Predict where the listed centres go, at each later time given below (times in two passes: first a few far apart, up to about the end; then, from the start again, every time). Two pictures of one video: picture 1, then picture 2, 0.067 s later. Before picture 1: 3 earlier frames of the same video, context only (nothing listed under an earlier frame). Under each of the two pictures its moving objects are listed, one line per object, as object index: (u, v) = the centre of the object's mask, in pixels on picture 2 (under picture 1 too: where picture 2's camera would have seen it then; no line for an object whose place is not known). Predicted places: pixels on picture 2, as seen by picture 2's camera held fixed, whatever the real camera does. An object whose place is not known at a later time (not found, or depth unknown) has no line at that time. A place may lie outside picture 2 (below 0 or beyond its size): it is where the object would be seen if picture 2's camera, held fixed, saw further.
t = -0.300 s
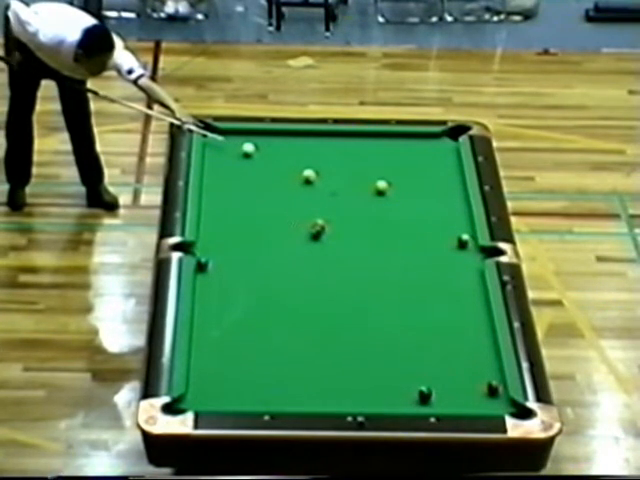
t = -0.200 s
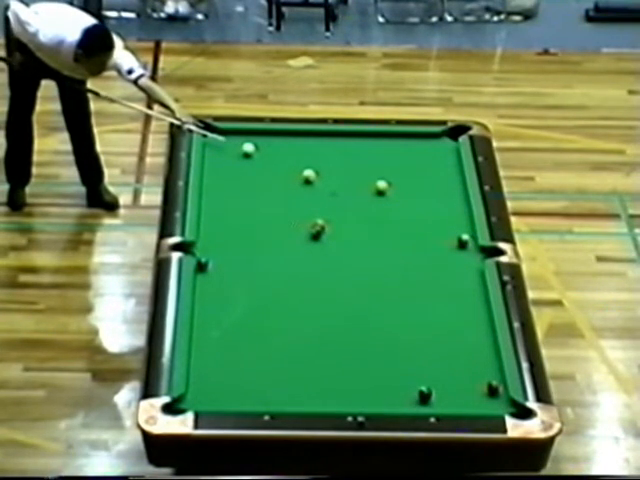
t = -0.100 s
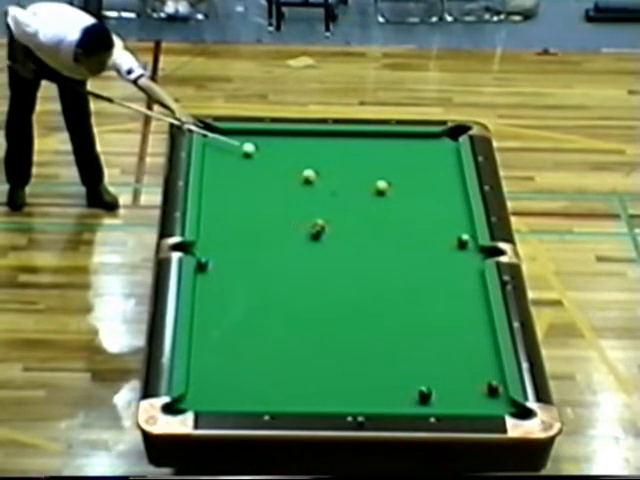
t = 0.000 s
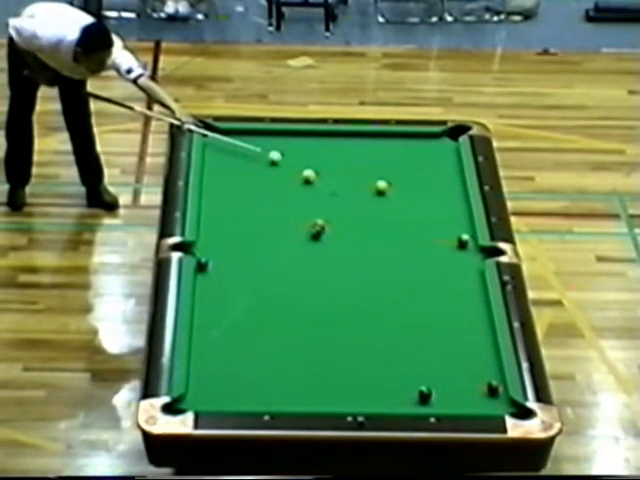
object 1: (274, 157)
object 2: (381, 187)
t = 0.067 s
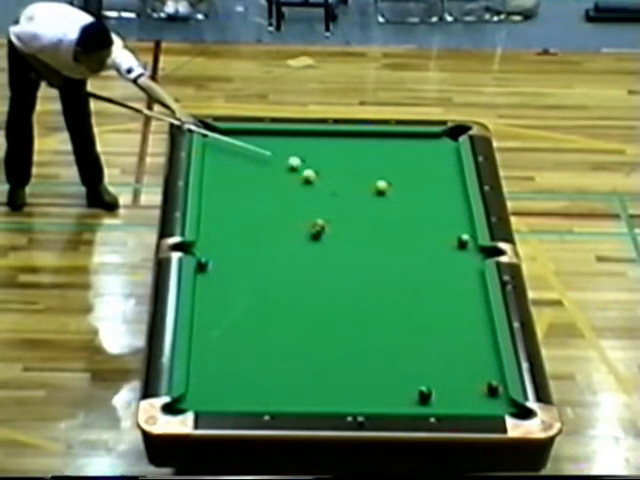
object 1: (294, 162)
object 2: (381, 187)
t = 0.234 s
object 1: (343, 178)
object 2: (381, 187)
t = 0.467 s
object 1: (373, 194)
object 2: (421, 192)
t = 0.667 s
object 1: (386, 207)
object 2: (463, 196)
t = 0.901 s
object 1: (402, 222)
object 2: (434, 199)
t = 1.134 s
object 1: (417, 237)
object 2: (408, 201)
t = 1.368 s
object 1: (433, 253)
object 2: (382, 203)
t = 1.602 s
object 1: (447, 268)
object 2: (358, 205)
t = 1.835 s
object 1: (463, 283)
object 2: (334, 207)
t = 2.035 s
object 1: (475, 295)
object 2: (315, 209)
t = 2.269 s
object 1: (483, 308)
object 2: (292, 211)
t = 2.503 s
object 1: (479, 319)
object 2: (270, 213)
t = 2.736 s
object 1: (475, 331)
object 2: (249, 214)
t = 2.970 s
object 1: (471, 341)
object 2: (228, 216)
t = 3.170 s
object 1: (468, 350)
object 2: (211, 217)
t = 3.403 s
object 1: (465, 360)
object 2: (208, 219)
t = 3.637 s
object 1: (462, 370)
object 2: (218, 220)
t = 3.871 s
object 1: (459, 379)
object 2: (227, 221)
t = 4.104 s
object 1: (455, 388)
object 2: (235, 223)
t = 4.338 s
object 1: (452, 396)
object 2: (243, 224)
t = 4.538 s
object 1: (450, 401)
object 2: (248, 224)
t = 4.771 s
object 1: (447, 401)
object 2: (253, 225)
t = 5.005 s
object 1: (444, 399)
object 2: (258, 226)
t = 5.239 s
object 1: (441, 396)
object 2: (262, 226)
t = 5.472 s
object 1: (440, 393)
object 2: (265, 227)
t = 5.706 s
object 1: (438, 391)
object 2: (267, 227)
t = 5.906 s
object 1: (437, 389)
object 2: (268, 227)
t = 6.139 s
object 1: (436, 388)
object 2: (269, 227)
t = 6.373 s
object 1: (436, 387)
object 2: (269, 227)
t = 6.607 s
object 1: (435, 386)
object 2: (269, 227)
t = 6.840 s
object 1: (435, 386)
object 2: (269, 227)
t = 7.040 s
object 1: (435, 386)
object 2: (269, 227)
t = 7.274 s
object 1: (435, 386)
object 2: (269, 227)
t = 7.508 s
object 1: (435, 386)
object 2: (269, 227)
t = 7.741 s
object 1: (435, 386)
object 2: (268, 227)
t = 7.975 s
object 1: (436, 386)
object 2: (269, 227)
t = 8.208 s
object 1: (436, 386)
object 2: (269, 227)
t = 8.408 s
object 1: (436, 386)
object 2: (269, 227)
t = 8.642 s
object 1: (436, 386)
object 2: (269, 227)
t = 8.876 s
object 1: (436, 386)
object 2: (269, 227)
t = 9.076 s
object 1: (436, 386)
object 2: (269, 227)
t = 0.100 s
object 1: (303, 164)
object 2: (381, 187)
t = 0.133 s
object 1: (315, 167)
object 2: (381, 187)
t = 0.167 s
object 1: (323, 171)
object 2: (381, 187)
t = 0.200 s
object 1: (333, 175)
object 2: (381, 187)
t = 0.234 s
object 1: (343, 178)
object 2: (381, 187)
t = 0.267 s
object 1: (353, 180)
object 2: (381, 187)
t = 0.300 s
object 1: (363, 183)
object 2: (381, 187)
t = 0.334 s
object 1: (369, 186)
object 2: (385, 187)
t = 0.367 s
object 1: (369, 188)
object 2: (395, 188)
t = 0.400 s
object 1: (370, 190)
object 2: (404, 190)
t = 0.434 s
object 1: (371, 192)
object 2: (413, 190)
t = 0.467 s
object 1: (373, 194)
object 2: (421, 192)
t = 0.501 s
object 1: (375, 196)
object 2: (429, 192)
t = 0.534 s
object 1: (377, 198)
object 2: (437, 193)
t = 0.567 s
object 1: (379, 201)
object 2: (443, 194)
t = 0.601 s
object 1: (381, 203)
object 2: (450, 195)
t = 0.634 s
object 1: (384, 205)
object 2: (457, 196)
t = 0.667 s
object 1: (386, 207)
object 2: (463, 196)
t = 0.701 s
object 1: (388, 209)
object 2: (458, 196)
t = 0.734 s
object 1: (391, 211)
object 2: (453, 197)
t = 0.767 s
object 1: (393, 213)
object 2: (449, 197)
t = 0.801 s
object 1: (395, 215)
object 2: (445, 198)
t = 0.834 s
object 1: (397, 217)
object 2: (442, 198)
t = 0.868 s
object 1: (399, 220)
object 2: (438, 198)
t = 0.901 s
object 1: (402, 222)
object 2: (434, 199)
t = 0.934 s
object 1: (404, 225)
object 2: (430, 199)
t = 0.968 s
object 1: (406, 227)
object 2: (427, 199)
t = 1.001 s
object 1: (408, 229)
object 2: (422, 199)
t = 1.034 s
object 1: (410, 231)
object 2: (419, 200)
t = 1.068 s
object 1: (412, 233)
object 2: (415, 200)
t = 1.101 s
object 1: (414, 235)
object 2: (411, 201)
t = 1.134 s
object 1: (417, 237)
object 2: (408, 201)
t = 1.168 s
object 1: (419, 240)
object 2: (404, 201)
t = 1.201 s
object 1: (421, 242)
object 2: (400, 201)
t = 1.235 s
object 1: (423, 244)
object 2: (397, 202)
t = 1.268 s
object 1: (426, 246)
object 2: (393, 202)
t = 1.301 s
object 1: (428, 248)
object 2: (390, 202)
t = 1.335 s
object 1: (430, 250)
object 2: (386, 203)
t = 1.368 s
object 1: (433, 253)
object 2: (382, 203)
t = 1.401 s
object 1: (435, 255)
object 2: (379, 203)
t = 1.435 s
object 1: (437, 257)
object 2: (375, 204)
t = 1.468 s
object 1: (439, 259)
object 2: (372, 204)
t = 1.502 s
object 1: (441, 261)
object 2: (368, 204)
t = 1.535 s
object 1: (443, 263)
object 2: (364, 205)
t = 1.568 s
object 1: (445, 266)
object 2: (361, 205)
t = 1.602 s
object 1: (447, 268)
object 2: (358, 205)
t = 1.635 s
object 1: (450, 270)
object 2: (354, 206)
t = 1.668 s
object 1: (452, 272)
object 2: (351, 206)
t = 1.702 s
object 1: (454, 274)
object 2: (347, 206)
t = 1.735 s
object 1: (456, 277)
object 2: (344, 206)
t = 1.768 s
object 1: (458, 279)
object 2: (341, 207)
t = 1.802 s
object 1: (461, 281)
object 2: (337, 207)
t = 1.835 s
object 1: (463, 283)
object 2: (334, 207)
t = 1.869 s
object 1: (465, 285)
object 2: (330, 208)
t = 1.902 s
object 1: (467, 287)
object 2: (328, 208)
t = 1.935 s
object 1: (469, 288)
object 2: (325, 208)
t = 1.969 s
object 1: (471, 291)
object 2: (321, 208)
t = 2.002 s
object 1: (473, 293)
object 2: (318, 208)
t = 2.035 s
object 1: (475, 295)
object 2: (315, 209)
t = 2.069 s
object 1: (477, 297)
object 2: (312, 209)
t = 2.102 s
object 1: (479, 299)
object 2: (309, 209)
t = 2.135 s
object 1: (482, 301)
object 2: (305, 210)
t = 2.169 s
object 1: (484, 303)
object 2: (302, 210)
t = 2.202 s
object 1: (484, 305)
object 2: (298, 210)
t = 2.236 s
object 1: (483, 306)
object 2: (295, 211)
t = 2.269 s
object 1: (483, 308)
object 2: (292, 211)
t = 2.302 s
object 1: (482, 310)
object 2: (289, 211)
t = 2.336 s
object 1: (482, 311)
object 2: (286, 212)
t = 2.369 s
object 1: (481, 313)
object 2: (283, 212)
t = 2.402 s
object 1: (481, 315)
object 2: (280, 212)
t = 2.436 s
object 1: (480, 316)
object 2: (276, 212)
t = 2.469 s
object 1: (479, 318)
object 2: (273, 212)
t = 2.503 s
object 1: (479, 319)
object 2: (270, 213)
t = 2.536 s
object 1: (478, 321)
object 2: (267, 213)
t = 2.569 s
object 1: (478, 323)
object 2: (264, 213)
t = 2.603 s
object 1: (477, 324)
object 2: (261, 213)
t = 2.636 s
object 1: (476, 326)
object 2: (258, 214)
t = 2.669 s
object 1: (476, 327)
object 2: (255, 214)
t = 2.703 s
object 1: (476, 329)
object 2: (252, 214)
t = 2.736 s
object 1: (475, 331)
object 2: (249, 214)
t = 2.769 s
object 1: (474, 332)
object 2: (246, 214)
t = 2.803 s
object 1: (474, 334)
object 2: (243, 215)
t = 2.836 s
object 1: (474, 335)
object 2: (240, 215)
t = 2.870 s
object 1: (473, 337)
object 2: (237, 215)
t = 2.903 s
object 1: (472, 338)
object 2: (234, 215)
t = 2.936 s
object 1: (472, 340)
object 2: (231, 216)
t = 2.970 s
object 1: (471, 341)
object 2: (228, 216)
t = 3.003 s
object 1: (471, 343)
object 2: (225, 216)
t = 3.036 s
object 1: (470, 344)
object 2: (223, 216)
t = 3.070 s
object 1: (470, 346)
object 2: (220, 217)
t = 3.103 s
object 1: (469, 347)
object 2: (217, 217)
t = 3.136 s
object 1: (469, 349)
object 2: (214, 217)
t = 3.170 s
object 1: (468, 350)
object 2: (211, 217)
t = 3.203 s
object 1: (468, 352)
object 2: (208, 217)
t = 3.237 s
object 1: (468, 353)
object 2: (206, 218)
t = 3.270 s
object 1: (467, 354)
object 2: (204, 218)
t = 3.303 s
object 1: (467, 356)
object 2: (205, 218)
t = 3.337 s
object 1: (466, 357)
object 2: (206, 218)
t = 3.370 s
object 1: (466, 359)
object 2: (207, 219)
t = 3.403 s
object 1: (465, 360)
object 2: (208, 219)
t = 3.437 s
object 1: (465, 362)
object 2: (210, 219)
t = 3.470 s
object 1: (464, 363)
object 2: (211, 219)
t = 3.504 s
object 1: (464, 364)
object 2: (212, 219)
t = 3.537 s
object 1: (463, 366)
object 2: (214, 220)
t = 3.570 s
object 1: (463, 367)
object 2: (215, 220)
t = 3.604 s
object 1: (462, 369)
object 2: (217, 220)
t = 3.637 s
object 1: (462, 370)
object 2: (218, 220)
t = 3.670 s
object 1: (462, 371)
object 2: (219, 220)
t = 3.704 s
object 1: (461, 373)
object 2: (221, 221)
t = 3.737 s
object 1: (460, 374)
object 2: (222, 221)
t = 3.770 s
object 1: (460, 375)
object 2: (223, 221)
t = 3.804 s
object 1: (460, 376)
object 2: (225, 221)
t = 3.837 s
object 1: (459, 378)
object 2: (226, 221)
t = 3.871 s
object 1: (459, 379)
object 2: (227, 221)
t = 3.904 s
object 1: (458, 380)
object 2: (228, 221)
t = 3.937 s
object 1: (458, 382)
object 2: (230, 222)
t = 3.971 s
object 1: (458, 383)
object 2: (231, 222)
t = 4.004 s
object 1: (457, 384)
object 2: (232, 222)
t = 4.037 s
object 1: (457, 385)
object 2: (233, 222)
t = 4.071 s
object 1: (456, 387)
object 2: (234, 222)
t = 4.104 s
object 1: (455, 388)
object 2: (235, 223)
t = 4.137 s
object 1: (455, 389)
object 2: (236, 223)
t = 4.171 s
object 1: (454, 390)
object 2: (237, 223)
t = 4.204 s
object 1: (454, 392)
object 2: (238, 223)
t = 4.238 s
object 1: (454, 393)
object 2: (239, 223)
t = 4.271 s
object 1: (453, 394)
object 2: (240, 223)
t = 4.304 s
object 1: (453, 395)
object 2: (242, 223)
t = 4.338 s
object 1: (452, 396)
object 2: (243, 224)
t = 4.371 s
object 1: (452, 397)
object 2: (244, 224)
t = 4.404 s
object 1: (452, 398)
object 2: (245, 224)
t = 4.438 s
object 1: (451, 399)
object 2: (245, 224)
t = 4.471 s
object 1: (450, 400)
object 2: (246, 224)
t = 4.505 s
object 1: (450, 400)
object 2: (247, 224)
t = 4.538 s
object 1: (450, 401)
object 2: (248, 224)
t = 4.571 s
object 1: (450, 402)
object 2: (249, 224)
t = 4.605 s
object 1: (449, 403)
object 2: (250, 224)
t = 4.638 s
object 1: (449, 403)
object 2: (250, 225)
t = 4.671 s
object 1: (449, 402)
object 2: (251, 225)
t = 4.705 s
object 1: (448, 402)
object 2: (252, 225)
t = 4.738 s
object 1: (447, 402)
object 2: (252, 225)
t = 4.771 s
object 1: (447, 401)
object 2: (253, 225)
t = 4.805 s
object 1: (447, 401)
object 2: (254, 225)
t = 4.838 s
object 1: (446, 400)
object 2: (255, 225)
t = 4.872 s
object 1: (446, 400)
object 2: (256, 226)
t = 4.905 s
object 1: (445, 399)
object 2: (256, 225)
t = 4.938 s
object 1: (445, 399)
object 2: (257, 225)
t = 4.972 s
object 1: (444, 399)
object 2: (258, 226)
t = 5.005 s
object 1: (444, 399)
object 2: (258, 226)
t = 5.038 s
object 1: (444, 398)
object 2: (259, 226)
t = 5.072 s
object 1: (443, 398)
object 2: (259, 226)
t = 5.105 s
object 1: (443, 397)
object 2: (260, 226)
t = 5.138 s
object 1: (442, 397)
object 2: (260, 226)
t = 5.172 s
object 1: (442, 397)
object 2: (261, 226)
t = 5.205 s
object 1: (442, 396)
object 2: (262, 226)
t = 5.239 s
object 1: (441, 396)
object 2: (262, 226)
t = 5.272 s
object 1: (441, 396)
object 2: (262, 226)
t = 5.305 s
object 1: (441, 395)
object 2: (263, 226)
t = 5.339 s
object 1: (440, 395)
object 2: (263, 227)
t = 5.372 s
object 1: (440, 394)
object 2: (264, 227)
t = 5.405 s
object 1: (440, 394)
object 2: (264, 227)
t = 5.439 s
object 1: (440, 393)
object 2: (265, 227)
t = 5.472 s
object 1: (440, 393)
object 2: (265, 227)
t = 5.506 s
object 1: (440, 393)
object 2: (265, 227)
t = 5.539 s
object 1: (439, 392)
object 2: (265, 227)
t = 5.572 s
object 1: (439, 392)
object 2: (266, 227)
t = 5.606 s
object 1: (439, 392)
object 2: (266, 227)
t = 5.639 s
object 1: (439, 392)
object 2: (267, 227)
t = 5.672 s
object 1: (438, 391)
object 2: (267, 227)
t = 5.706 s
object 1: (438, 391)
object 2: (267, 227)
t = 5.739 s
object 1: (438, 390)
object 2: (267, 227)
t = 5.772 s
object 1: (438, 390)
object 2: (267, 227)
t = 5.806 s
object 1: (438, 390)
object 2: (267, 227)
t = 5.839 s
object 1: (437, 390)
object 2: (268, 227)
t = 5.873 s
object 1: (437, 389)
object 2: (268, 227)
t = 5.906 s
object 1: (437, 389)
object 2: (268, 227)
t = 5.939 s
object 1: (437, 389)
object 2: (268, 227)
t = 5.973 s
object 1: (437, 389)
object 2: (268, 227)
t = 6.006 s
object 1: (437, 389)
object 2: (268, 227)
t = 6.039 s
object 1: (437, 388)
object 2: (269, 227)
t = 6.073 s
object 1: (437, 388)
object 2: (269, 227)
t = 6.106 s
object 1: (437, 388)
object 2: (269, 227)
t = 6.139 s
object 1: (436, 388)
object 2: (269, 227)
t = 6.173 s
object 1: (436, 388)
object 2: (269, 227)
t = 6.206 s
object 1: (436, 388)
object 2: (269, 227)
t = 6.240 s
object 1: (436, 387)
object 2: (269, 227)
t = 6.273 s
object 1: (436, 387)
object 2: (269, 227)
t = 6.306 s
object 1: (436, 387)
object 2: (269, 227)
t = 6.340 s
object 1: (436, 387)
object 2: (269, 227)
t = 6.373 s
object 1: (436, 387)
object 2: (269, 227)
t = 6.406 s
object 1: (435, 387)
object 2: (269, 227)
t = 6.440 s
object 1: (435, 386)
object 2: (269, 227)
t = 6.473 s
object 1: (435, 386)
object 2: (269, 227)
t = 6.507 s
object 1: (435, 386)
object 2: (269, 227)
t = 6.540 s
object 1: (435, 386)
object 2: (269, 227)
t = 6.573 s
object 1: (435, 386)
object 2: (269, 227)
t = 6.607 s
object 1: (435, 386)
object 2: (269, 227)
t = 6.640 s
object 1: (435, 386)
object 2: (269, 227)
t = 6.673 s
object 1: (435, 386)
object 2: (269, 227)
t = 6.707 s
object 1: (435, 386)
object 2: (269, 227)
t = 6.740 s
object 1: (435, 386)
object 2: (269, 227)
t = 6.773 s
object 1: (435, 386)
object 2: (269, 227)
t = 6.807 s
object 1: (435, 386)
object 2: (269, 227)
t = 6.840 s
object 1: (435, 386)
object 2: (269, 227)
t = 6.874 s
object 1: (435, 386)
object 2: (269, 227)
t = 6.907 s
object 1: (435, 386)
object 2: (269, 227)
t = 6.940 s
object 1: (435, 386)
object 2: (269, 227)
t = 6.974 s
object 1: (435, 386)
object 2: (269, 227)
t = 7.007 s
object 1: (435, 386)
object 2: (269, 227)
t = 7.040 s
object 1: (435, 386)
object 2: (269, 227)
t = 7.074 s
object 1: (435, 386)
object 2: (269, 227)
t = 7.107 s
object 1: (435, 386)
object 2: (269, 227)
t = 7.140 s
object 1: (435, 386)
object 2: (269, 227)
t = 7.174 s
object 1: (435, 386)
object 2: (269, 227)
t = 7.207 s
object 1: (435, 386)
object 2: (269, 227)
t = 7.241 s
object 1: (436, 386)
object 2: (269, 227)
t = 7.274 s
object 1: (435, 386)
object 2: (269, 227)
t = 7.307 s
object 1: (436, 386)
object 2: (269, 227)
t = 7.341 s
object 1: (435, 386)
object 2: (269, 227)
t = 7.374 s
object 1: (435, 386)
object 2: (269, 227)
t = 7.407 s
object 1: (435, 386)
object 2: (269, 227)
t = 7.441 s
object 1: (435, 386)
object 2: (269, 227)
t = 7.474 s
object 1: (435, 386)
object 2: (269, 227)
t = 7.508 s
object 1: (435, 386)
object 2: (269, 227)
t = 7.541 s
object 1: (435, 386)
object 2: (268, 227)
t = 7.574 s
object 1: (435, 386)
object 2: (268, 227)
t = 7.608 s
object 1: (435, 386)
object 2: (268, 227)
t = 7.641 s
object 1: (435, 386)
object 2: (268, 227)
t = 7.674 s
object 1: (435, 386)
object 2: (268, 227)
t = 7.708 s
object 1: (435, 386)
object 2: (268, 227)
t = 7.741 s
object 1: (435, 386)
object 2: (268, 227)
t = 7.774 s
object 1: (436, 386)
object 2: (269, 227)
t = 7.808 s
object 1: (435, 386)
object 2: (269, 227)
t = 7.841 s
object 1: (436, 386)
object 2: (269, 227)
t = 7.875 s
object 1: (435, 387)
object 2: (268, 227)
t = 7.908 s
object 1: (435, 386)
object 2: (268, 227)
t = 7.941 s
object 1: (436, 386)
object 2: (269, 227)
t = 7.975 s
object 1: (436, 386)
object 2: (269, 227)
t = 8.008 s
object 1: (435, 387)
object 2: (269, 227)
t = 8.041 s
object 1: (436, 386)
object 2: (269, 227)
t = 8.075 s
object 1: (436, 387)
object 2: (269, 227)
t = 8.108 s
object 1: (436, 386)
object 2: (269, 227)
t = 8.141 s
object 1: (436, 386)
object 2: (269, 227)
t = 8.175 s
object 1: (436, 386)
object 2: (269, 227)
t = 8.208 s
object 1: (436, 386)
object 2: (269, 227)
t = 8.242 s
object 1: (436, 386)
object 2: (269, 227)
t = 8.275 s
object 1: (436, 386)
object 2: (269, 227)
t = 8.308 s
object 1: (436, 386)
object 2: (269, 227)
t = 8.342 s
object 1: (436, 386)
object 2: (269, 227)
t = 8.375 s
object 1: (436, 386)
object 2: (269, 227)
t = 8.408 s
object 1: (436, 386)
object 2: (269, 227)
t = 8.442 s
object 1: (436, 386)
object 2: (269, 227)
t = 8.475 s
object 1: (436, 386)
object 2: (269, 227)
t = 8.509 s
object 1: (436, 386)
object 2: (269, 227)
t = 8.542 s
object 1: (436, 386)
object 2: (269, 227)
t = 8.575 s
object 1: (436, 386)
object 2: (269, 227)
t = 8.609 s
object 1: (436, 386)
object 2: (269, 227)
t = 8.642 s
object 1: (436, 386)
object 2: (269, 227)
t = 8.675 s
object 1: (436, 386)
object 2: (269, 227)
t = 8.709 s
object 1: (436, 386)
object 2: (269, 227)
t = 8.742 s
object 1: (436, 386)
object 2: (269, 227)
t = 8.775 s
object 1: (436, 386)
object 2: (269, 227)
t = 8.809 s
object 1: (436, 386)
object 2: (269, 227)
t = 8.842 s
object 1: (436, 386)
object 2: (269, 227)
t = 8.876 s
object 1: (436, 386)
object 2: (269, 227)
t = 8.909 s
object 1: (436, 386)
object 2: (269, 227)
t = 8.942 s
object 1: (436, 386)
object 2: (269, 227)
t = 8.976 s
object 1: (436, 386)
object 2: (269, 227)
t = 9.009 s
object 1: (436, 386)
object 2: (269, 227)
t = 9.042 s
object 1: (436, 386)
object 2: (269, 227)
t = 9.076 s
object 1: (436, 386)
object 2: (269, 227)
